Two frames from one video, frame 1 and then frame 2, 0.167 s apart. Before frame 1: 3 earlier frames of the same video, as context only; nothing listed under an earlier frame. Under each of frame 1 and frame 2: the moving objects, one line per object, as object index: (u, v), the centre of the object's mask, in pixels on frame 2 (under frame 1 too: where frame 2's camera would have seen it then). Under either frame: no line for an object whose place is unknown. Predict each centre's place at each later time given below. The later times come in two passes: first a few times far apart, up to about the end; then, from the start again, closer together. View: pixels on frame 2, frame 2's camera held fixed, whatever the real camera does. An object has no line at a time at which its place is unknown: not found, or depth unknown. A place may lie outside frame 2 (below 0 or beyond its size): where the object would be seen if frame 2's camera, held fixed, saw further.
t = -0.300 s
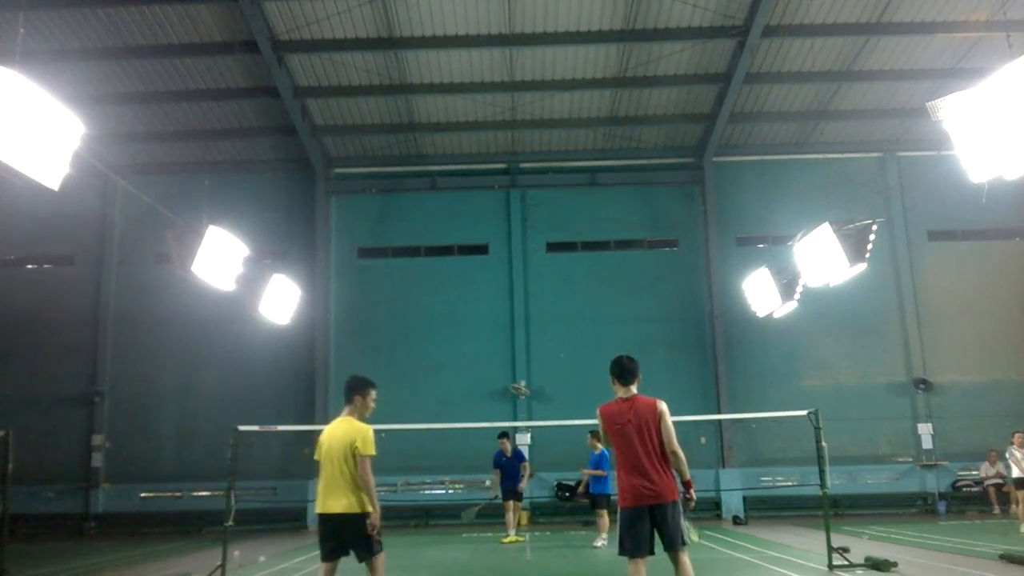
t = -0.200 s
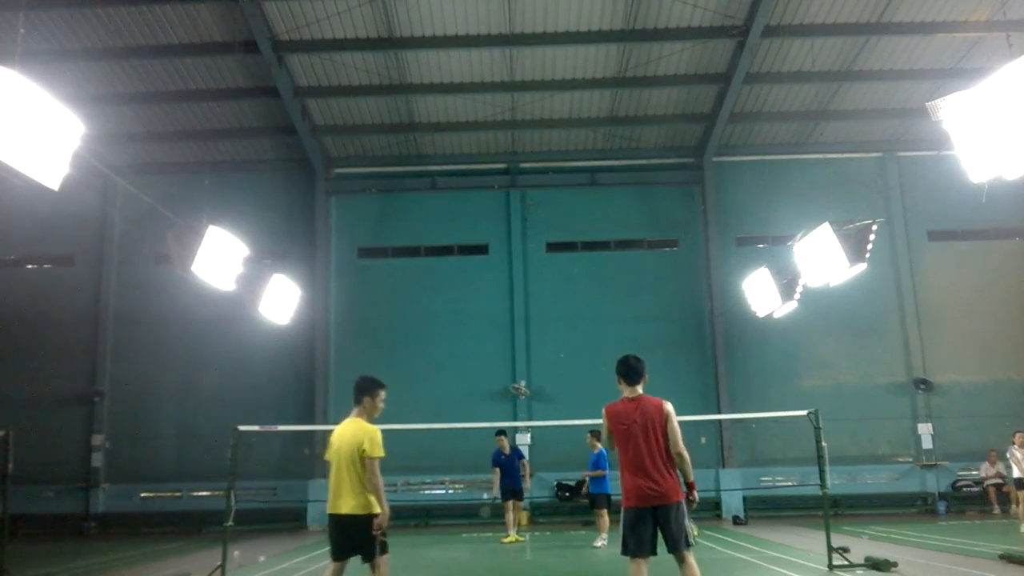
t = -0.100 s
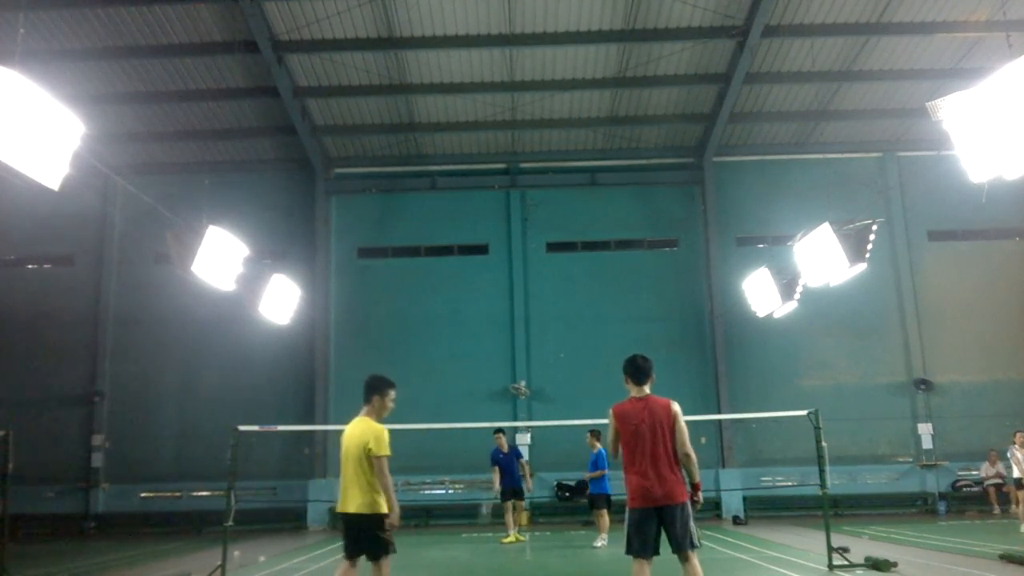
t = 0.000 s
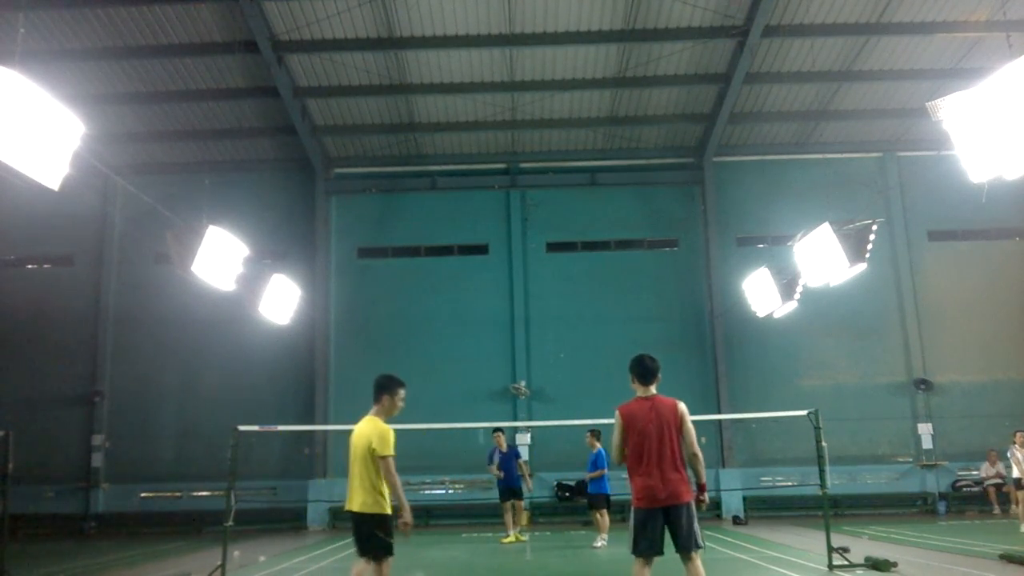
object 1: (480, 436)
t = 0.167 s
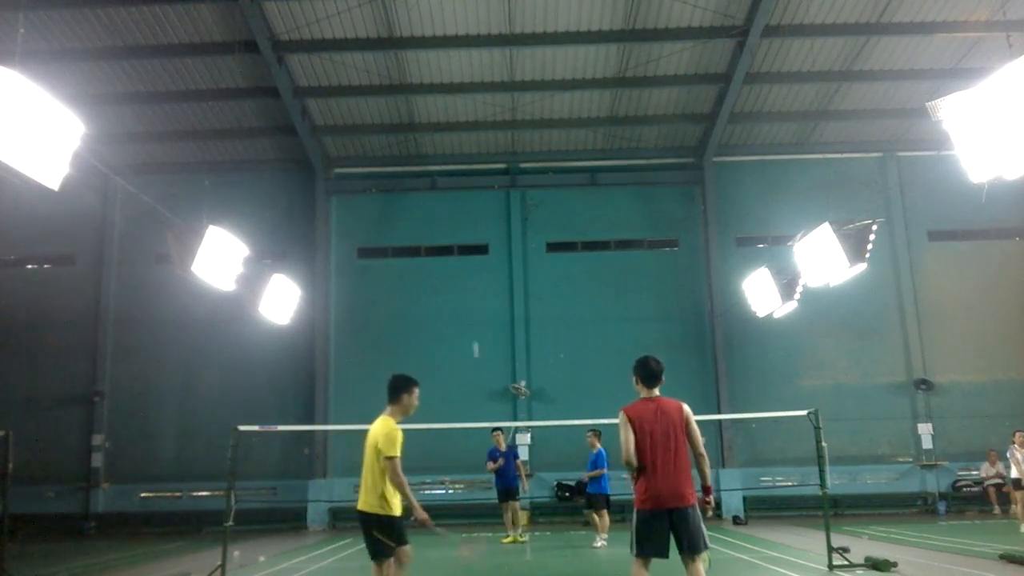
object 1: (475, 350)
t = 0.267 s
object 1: (473, 314)
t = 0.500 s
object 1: (465, 266)
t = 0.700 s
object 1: (455, 260)
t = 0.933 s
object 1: (440, 304)
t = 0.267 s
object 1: (473, 314)
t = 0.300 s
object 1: (471, 304)
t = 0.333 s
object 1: (470, 296)
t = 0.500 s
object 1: (465, 266)
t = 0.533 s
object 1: (463, 262)
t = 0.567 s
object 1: (462, 260)
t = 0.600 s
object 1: (460, 259)
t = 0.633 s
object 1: (458, 258)
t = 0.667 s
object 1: (456, 259)
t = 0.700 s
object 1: (455, 260)
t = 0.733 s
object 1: (453, 263)
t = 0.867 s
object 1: (444, 286)
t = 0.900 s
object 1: (442, 295)
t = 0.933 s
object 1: (440, 304)
